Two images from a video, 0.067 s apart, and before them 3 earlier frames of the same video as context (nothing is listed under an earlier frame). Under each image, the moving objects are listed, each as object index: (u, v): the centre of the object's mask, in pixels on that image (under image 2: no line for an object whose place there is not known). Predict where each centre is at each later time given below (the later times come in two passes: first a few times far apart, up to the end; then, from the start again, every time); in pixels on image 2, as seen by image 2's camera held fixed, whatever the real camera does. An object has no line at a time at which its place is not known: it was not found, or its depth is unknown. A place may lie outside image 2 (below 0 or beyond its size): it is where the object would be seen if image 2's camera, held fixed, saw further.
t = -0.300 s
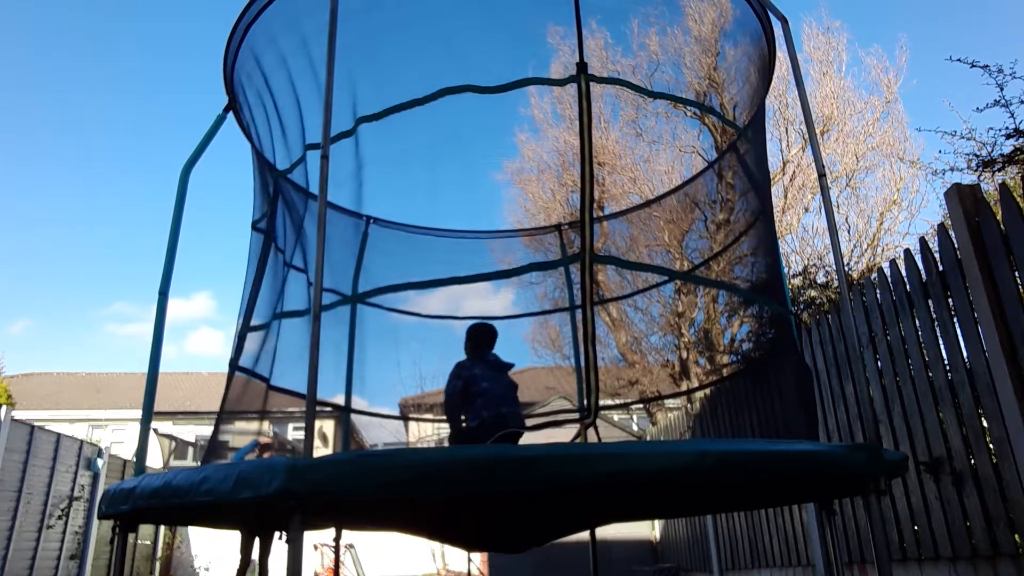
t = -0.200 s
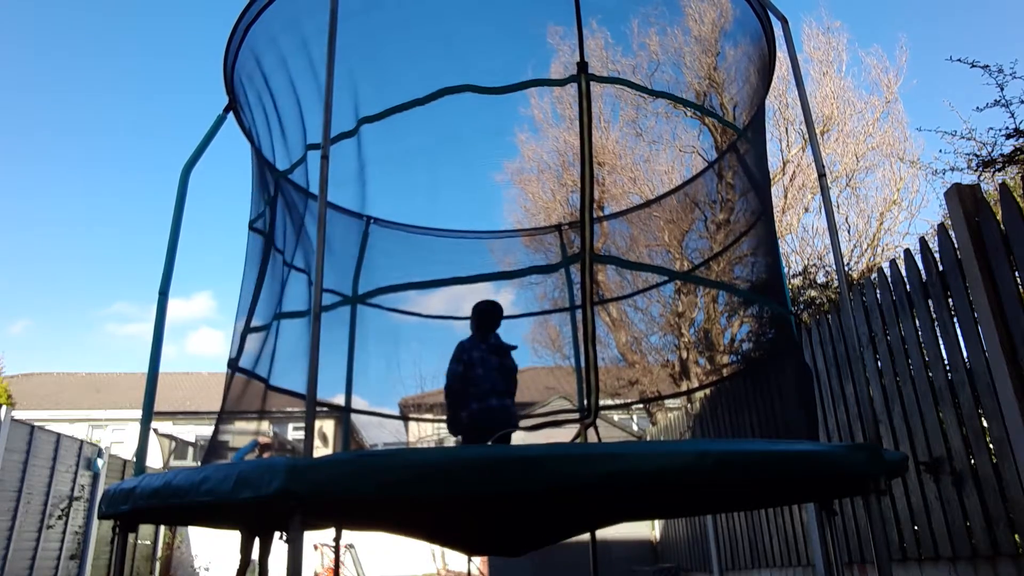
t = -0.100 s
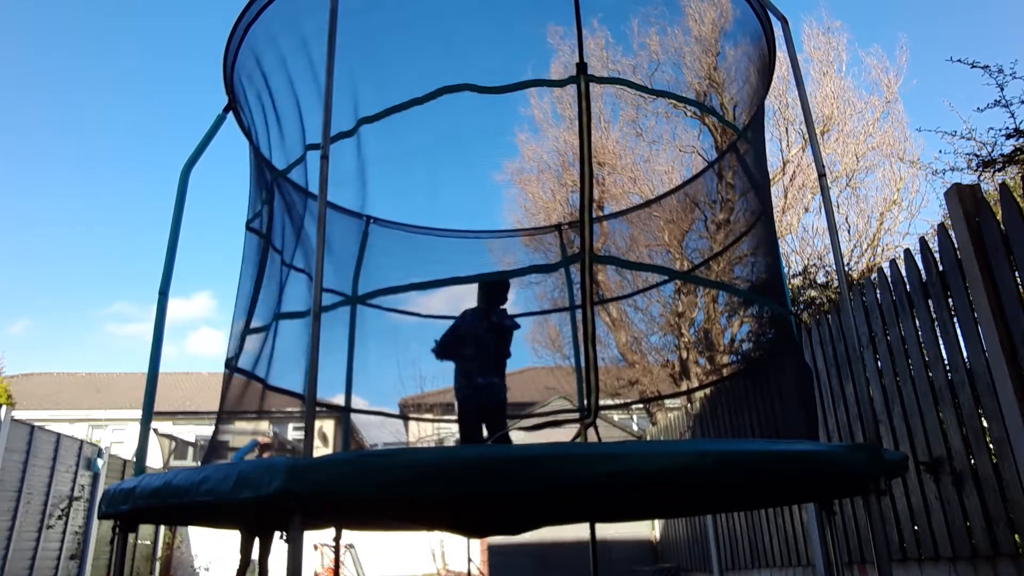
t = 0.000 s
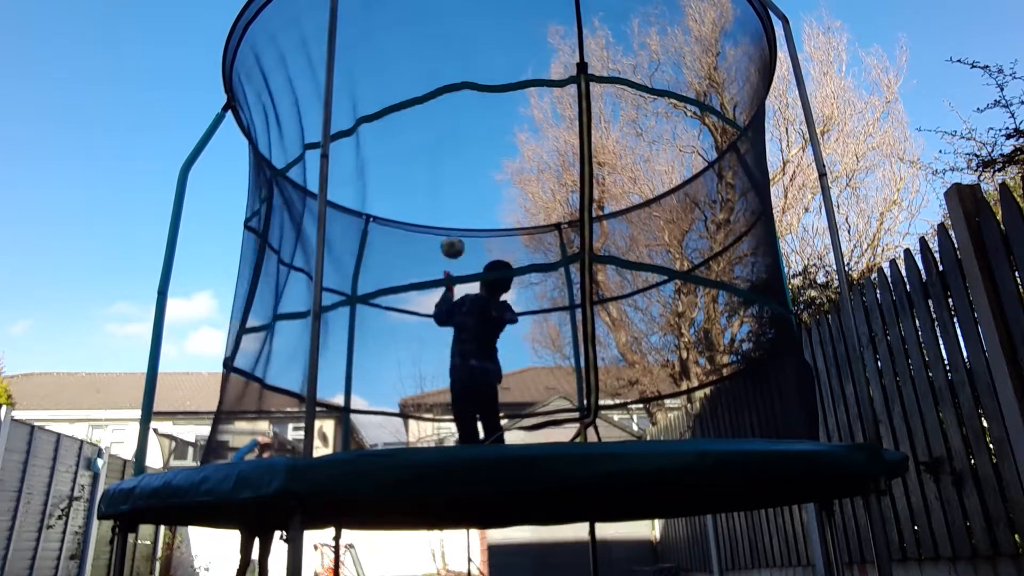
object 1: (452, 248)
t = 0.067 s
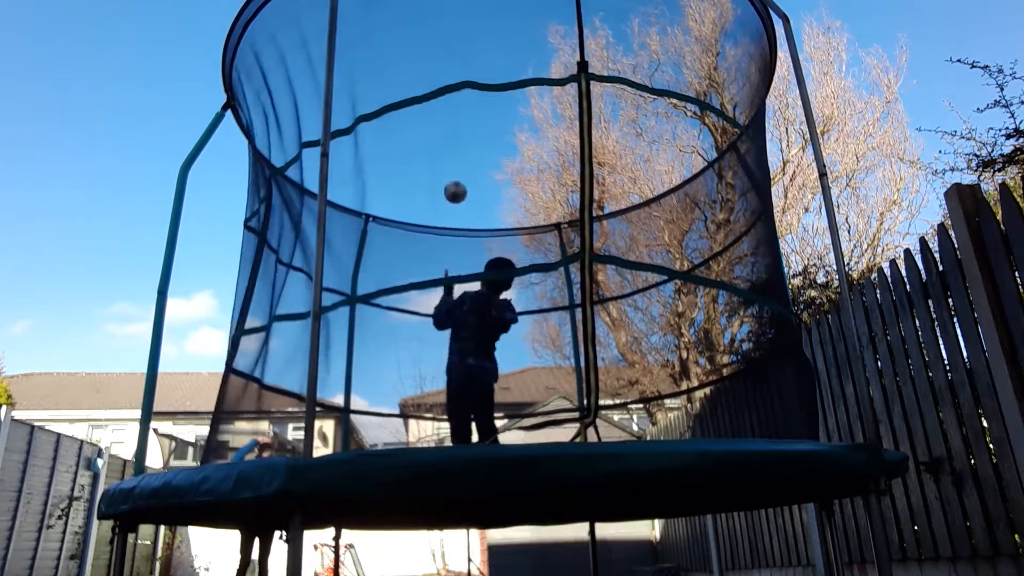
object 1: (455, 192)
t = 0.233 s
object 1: (462, 92)
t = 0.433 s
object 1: (470, 28)
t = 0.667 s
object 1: (482, 16)
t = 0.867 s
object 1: (494, 56)
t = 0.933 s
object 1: (498, 77)
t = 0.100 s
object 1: (457, 168)
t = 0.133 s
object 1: (458, 146)
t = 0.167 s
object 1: (459, 127)
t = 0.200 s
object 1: (460, 108)
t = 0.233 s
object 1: (462, 92)
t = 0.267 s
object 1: (463, 76)
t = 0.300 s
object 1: (464, 64)
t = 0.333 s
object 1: (466, 52)
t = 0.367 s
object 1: (467, 43)
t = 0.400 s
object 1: (469, 35)
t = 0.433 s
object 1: (470, 28)
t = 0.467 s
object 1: (472, 22)
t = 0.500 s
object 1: (473, 18)
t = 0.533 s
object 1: (475, 15)
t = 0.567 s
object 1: (477, 13)
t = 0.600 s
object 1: (479, 13)
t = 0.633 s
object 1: (480, 13)
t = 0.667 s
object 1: (482, 16)
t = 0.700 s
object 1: (484, 19)
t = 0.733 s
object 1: (486, 24)
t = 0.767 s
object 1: (488, 30)
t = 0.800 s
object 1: (490, 37)
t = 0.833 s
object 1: (492, 46)
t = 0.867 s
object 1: (494, 56)
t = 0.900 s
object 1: (496, 67)
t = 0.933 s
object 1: (498, 77)
